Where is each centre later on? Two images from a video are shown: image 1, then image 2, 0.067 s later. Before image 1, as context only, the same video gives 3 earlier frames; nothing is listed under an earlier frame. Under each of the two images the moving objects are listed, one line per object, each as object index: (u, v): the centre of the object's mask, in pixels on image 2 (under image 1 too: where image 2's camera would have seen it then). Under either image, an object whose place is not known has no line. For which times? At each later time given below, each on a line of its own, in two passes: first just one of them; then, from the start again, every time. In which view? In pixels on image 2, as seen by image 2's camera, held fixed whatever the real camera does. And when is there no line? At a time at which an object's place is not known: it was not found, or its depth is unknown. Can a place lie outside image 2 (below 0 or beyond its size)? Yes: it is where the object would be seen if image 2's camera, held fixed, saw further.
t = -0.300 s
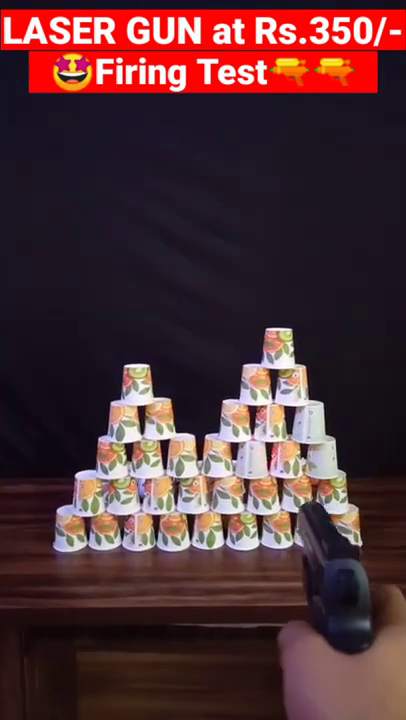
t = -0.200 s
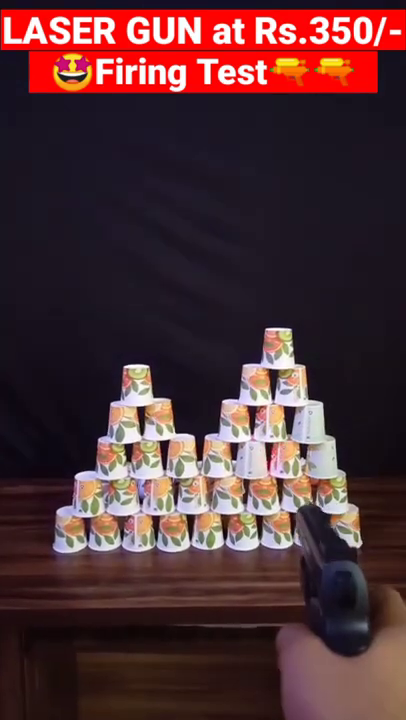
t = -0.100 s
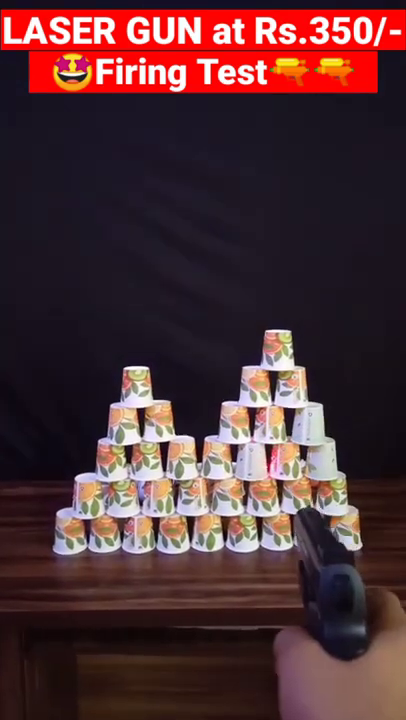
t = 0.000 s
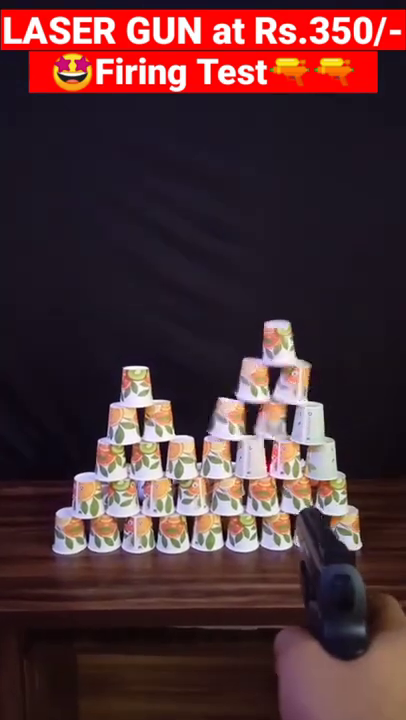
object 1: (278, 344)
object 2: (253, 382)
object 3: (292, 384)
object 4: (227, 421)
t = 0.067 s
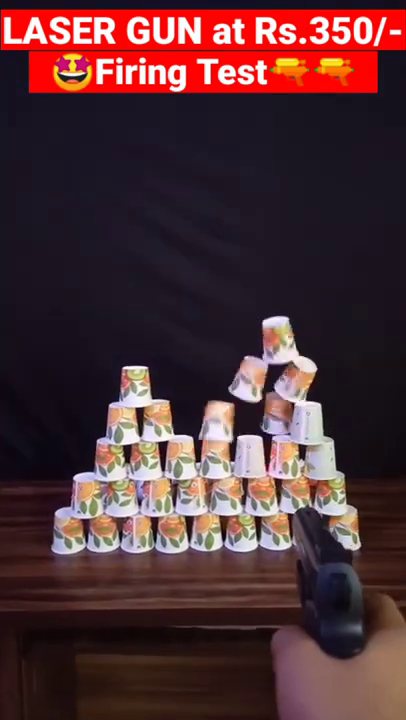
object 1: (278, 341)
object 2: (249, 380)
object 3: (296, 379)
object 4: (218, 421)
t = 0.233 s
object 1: (275, 399)
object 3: (309, 379)
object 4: (209, 433)
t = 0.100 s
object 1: (278, 346)
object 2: (248, 386)
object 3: (298, 379)
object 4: (214, 428)
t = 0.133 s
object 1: (278, 355)
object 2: (246, 395)
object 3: (300, 380)
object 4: (211, 433)
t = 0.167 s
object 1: (275, 365)
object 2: (245, 408)
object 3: (304, 379)
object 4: (209, 433)
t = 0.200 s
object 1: (276, 381)
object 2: (245, 421)
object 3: (309, 379)
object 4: (208, 433)
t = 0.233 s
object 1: (275, 399)
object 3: (309, 379)
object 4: (209, 433)
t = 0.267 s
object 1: (273, 415)
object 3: (310, 382)
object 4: (210, 433)
